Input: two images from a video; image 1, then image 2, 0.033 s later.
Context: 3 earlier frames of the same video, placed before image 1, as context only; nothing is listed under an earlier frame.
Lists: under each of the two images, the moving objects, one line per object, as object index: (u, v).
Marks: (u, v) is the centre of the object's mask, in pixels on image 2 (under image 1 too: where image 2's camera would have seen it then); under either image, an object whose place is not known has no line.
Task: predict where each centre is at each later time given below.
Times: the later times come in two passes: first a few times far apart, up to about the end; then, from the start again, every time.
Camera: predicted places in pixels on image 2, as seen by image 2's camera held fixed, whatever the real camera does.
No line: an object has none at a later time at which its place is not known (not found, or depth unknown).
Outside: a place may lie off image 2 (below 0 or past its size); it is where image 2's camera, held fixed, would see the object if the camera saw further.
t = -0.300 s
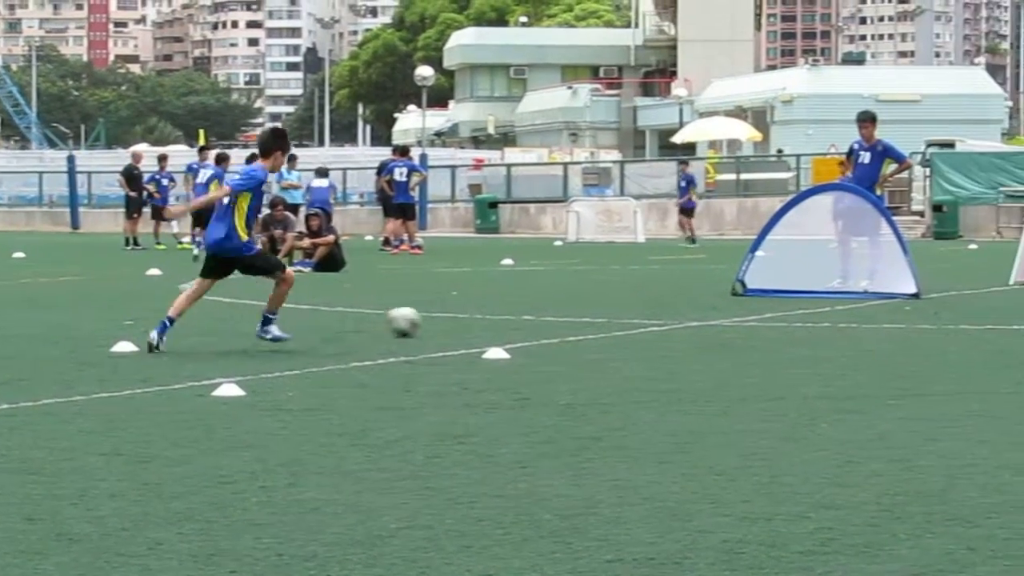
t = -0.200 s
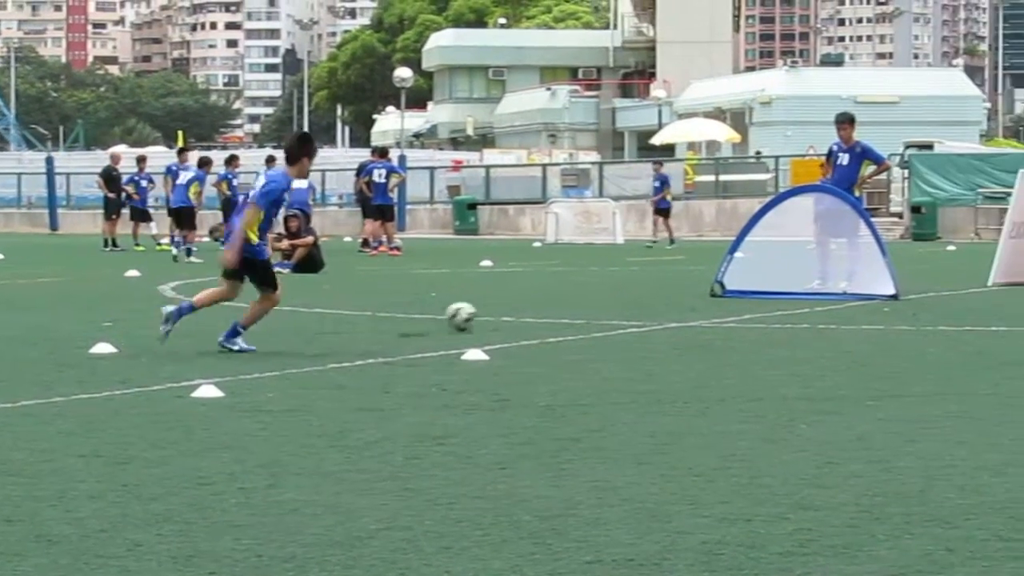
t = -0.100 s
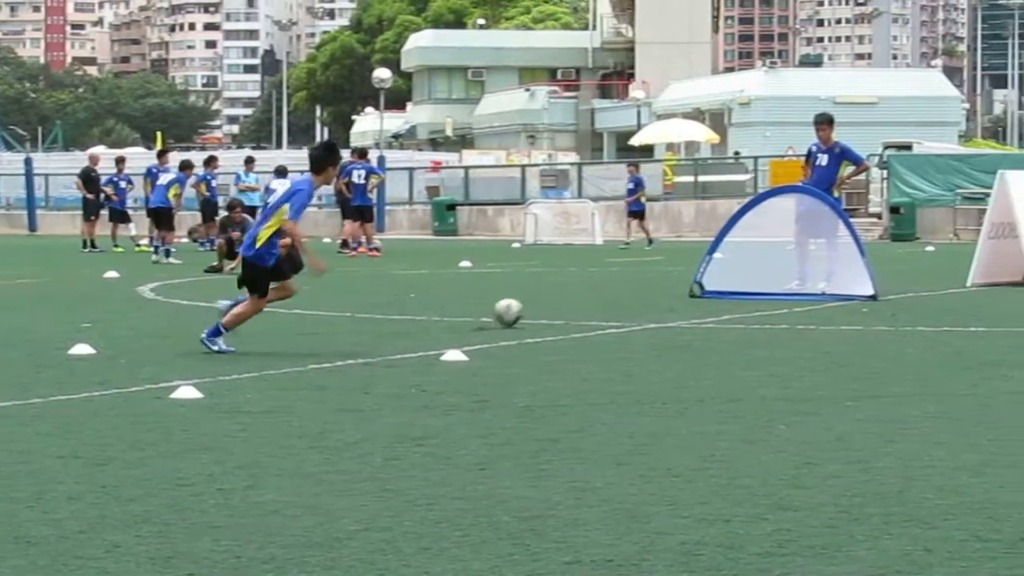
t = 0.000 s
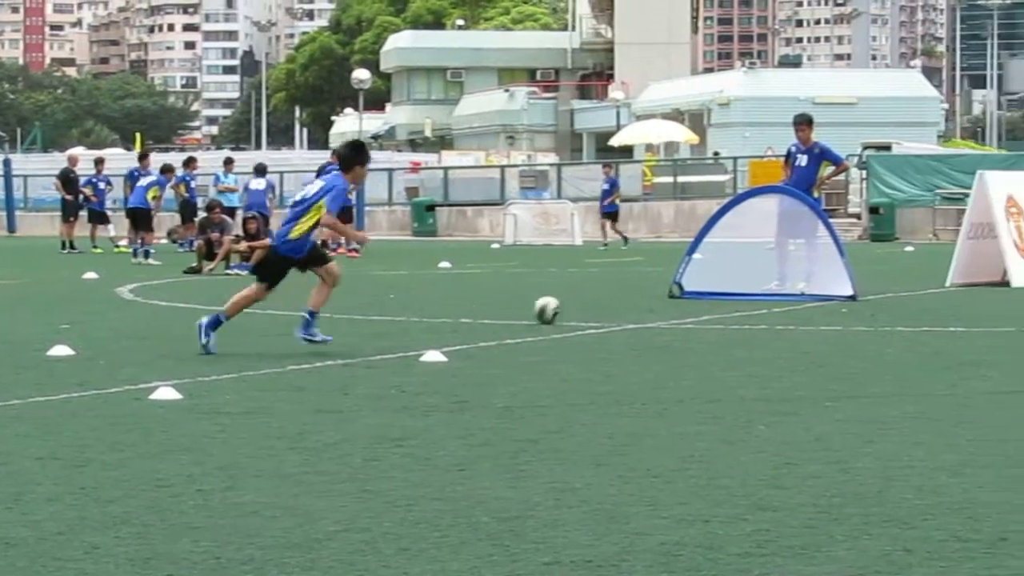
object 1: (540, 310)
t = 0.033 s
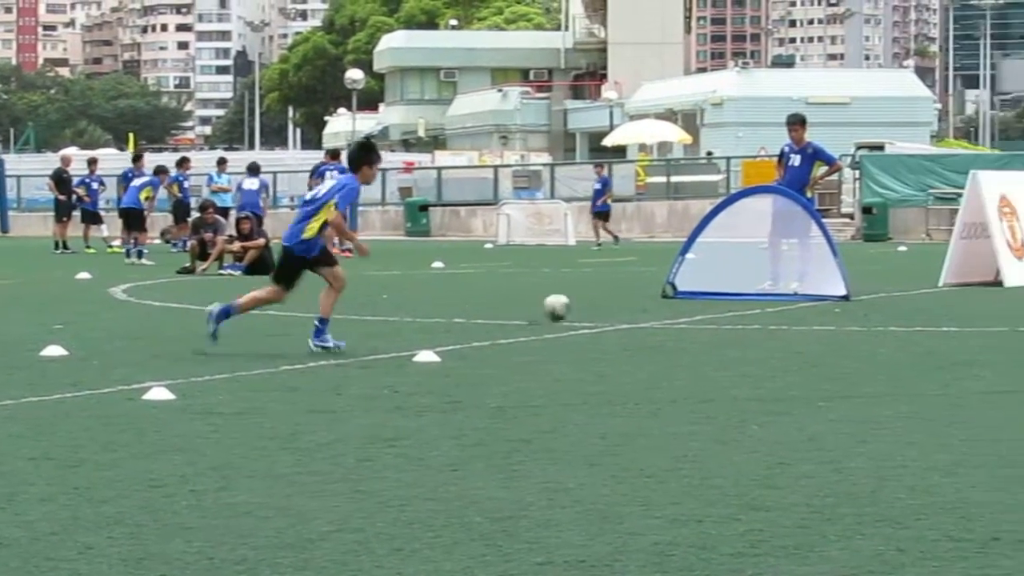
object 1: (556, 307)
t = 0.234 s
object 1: (646, 299)
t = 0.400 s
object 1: (706, 295)
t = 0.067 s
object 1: (573, 305)
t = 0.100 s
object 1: (589, 305)
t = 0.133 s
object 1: (604, 306)
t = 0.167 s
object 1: (619, 303)
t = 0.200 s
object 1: (632, 300)
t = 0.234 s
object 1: (646, 299)
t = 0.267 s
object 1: (658, 300)
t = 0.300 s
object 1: (671, 301)
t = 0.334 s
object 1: (684, 298)
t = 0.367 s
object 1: (696, 296)
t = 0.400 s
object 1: (706, 295)
